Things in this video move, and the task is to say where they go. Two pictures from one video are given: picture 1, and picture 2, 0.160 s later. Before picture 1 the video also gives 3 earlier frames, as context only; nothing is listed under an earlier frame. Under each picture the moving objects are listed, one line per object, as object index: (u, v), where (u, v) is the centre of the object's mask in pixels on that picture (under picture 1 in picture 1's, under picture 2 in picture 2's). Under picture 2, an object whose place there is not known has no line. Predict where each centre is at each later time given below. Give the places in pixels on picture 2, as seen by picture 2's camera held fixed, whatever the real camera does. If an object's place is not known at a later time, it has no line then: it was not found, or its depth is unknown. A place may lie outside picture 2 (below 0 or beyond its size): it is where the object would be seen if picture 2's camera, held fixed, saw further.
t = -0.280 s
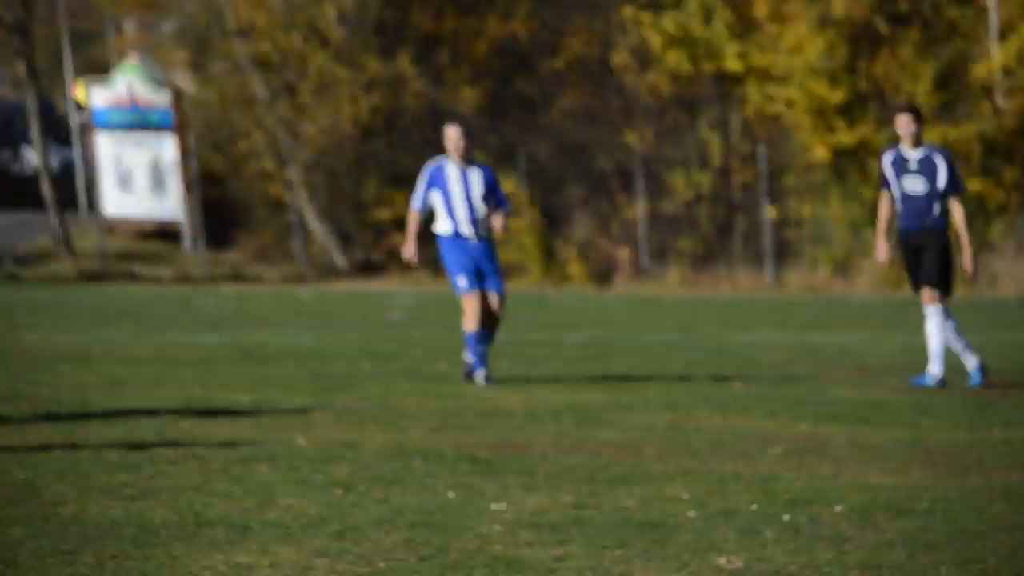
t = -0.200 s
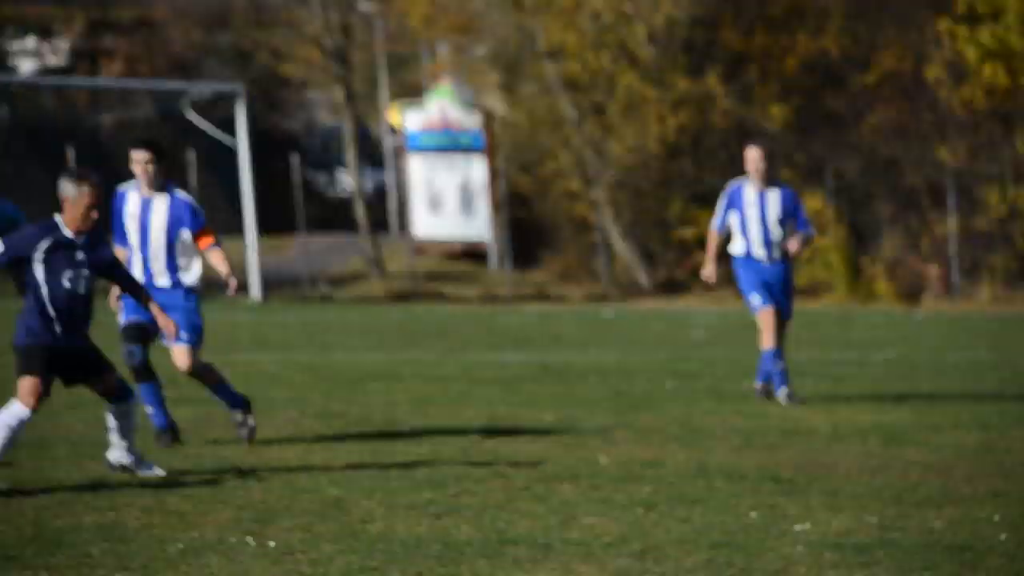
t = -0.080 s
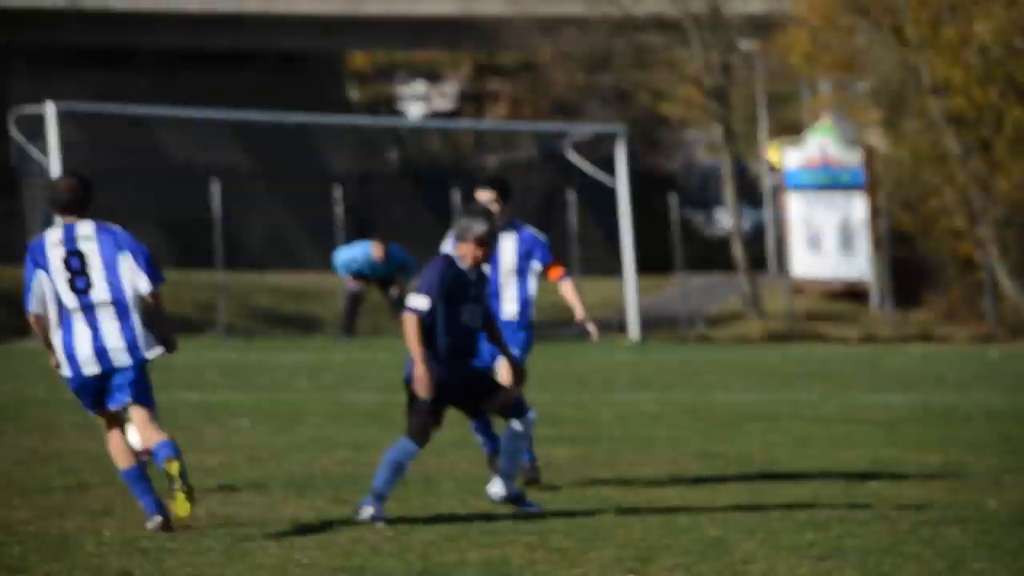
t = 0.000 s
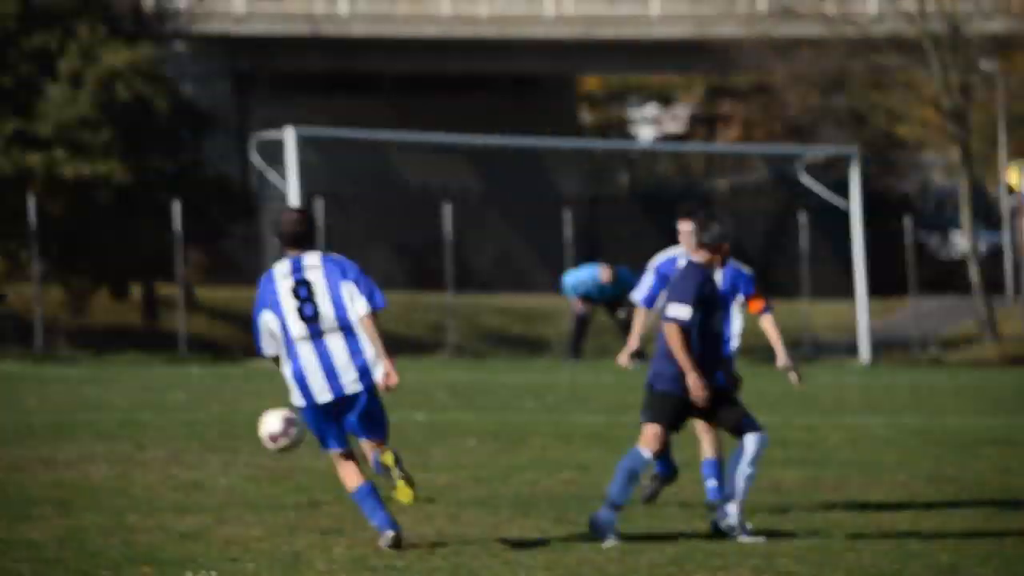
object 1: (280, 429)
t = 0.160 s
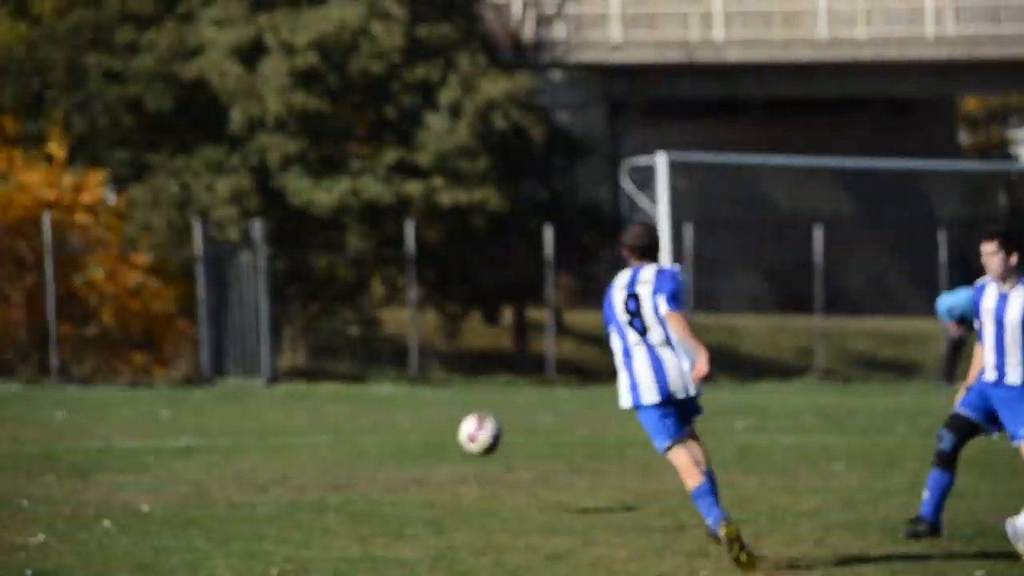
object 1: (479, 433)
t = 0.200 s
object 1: (441, 439)
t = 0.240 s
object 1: (402, 446)
